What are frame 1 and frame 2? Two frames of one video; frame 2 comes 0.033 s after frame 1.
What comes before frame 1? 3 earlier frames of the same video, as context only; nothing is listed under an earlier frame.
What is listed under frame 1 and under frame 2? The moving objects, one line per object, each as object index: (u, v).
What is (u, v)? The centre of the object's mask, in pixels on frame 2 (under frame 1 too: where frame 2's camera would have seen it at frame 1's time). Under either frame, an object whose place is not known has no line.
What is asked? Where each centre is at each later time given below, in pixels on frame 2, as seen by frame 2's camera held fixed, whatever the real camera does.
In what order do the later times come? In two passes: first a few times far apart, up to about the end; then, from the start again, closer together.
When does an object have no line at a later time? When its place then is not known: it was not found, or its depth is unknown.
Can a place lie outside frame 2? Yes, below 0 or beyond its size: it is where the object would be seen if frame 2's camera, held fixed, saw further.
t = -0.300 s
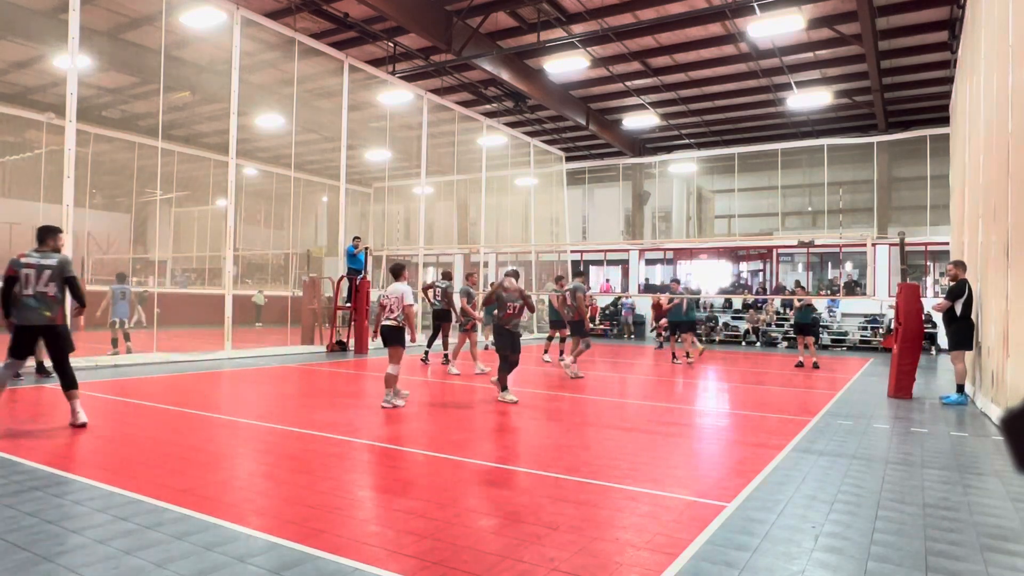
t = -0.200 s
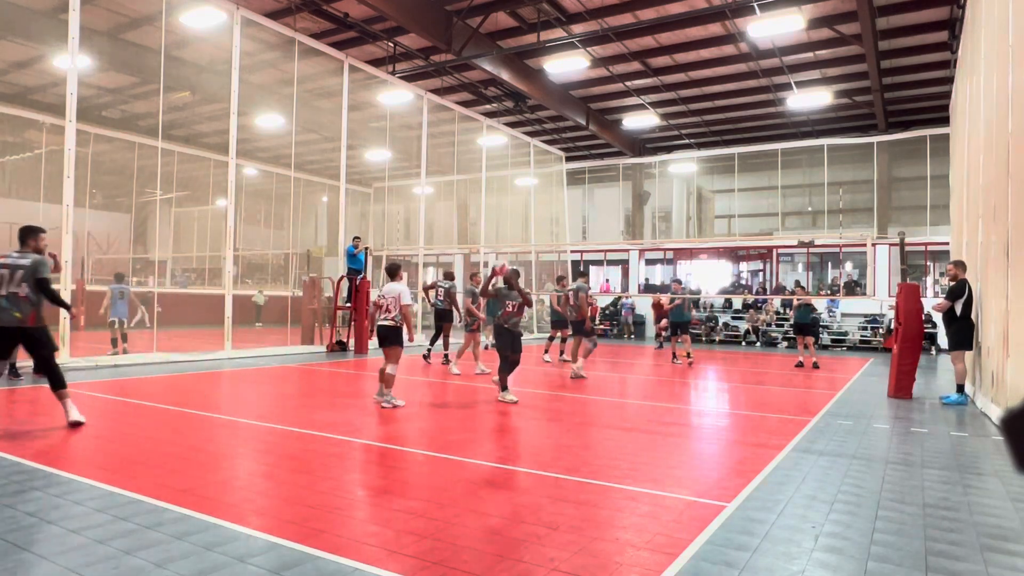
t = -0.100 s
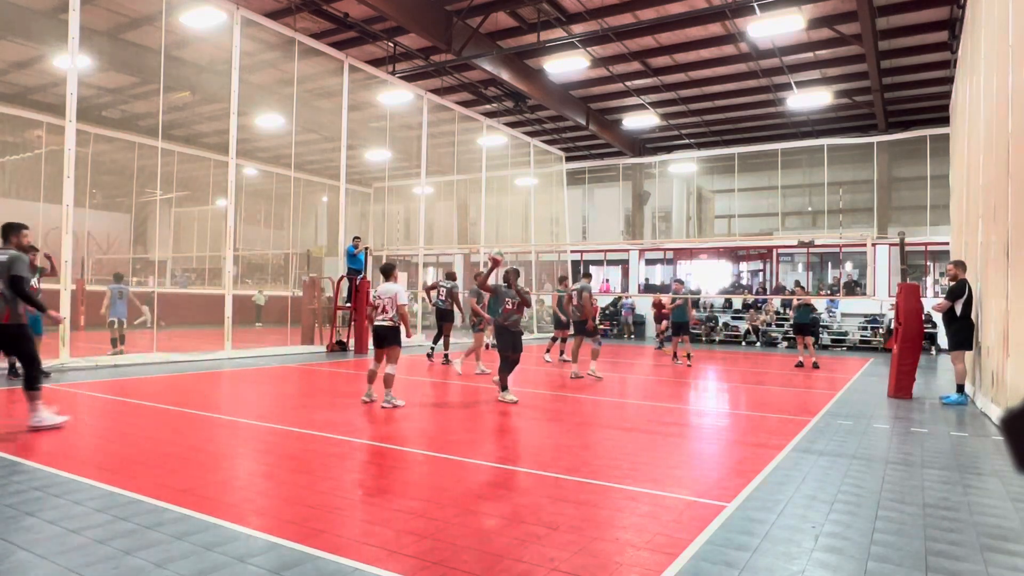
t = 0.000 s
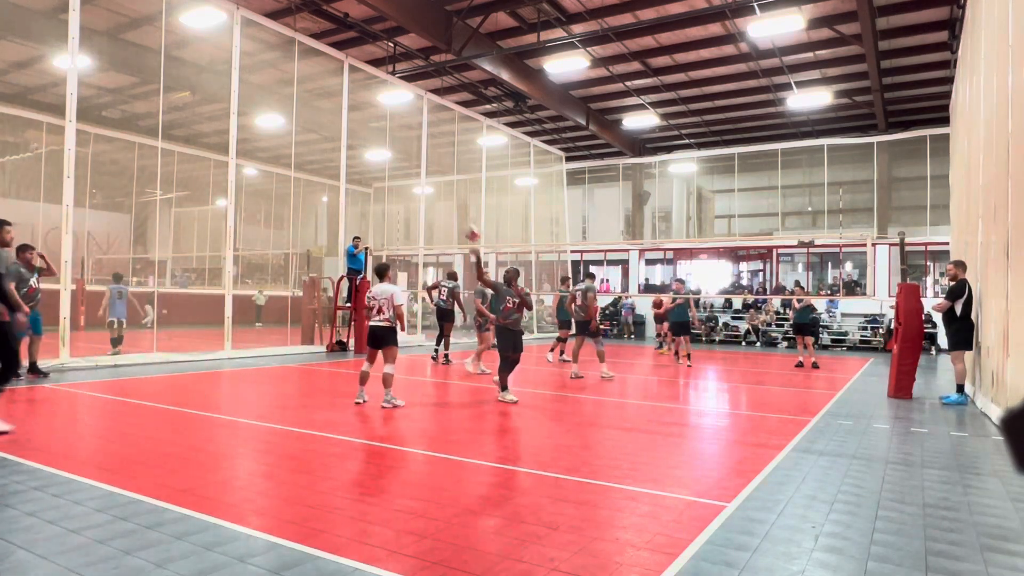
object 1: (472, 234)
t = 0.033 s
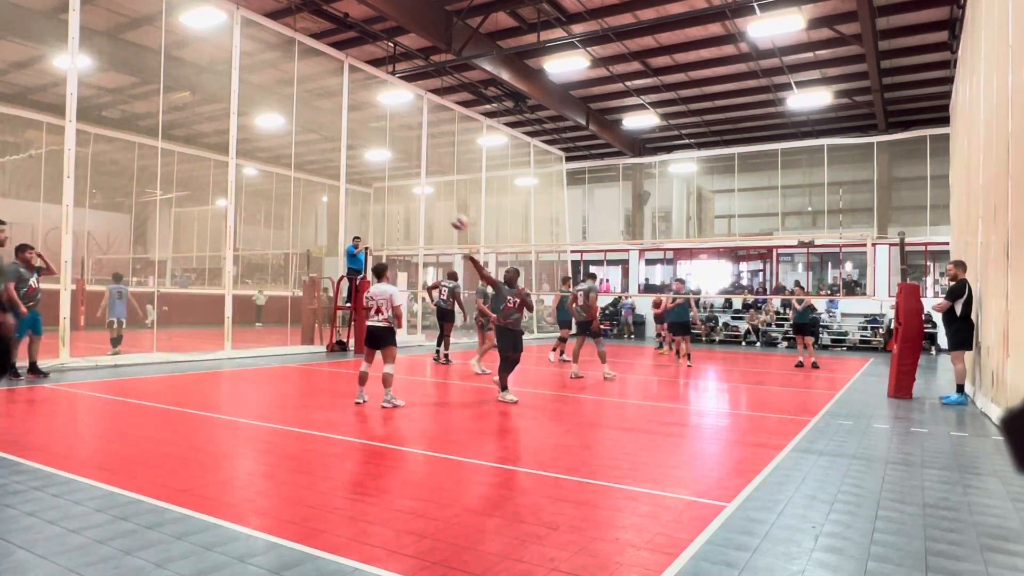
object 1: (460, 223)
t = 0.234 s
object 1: (368, 174)
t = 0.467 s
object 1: (246, 152)
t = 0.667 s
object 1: (120, 174)
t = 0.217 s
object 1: (376, 177)
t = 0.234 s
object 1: (368, 174)
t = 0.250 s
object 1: (359, 171)
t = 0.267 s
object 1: (352, 168)
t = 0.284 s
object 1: (342, 166)
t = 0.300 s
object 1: (334, 163)
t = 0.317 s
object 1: (326, 161)
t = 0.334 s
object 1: (317, 159)
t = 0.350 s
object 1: (309, 156)
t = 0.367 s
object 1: (300, 155)
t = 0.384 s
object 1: (292, 154)
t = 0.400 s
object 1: (282, 153)
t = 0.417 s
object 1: (274, 153)
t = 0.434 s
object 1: (263, 152)
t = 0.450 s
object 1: (254, 152)
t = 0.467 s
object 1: (246, 152)
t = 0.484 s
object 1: (235, 153)
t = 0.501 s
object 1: (223, 153)
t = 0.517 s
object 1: (216, 154)
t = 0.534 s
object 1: (206, 154)
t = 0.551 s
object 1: (195, 156)
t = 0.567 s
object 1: (184, 159)
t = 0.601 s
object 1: (164, 162)
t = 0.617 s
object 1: (153, 164)
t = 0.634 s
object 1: (141, 167)
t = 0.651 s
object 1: (131, 170)
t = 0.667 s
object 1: (120, 174)
